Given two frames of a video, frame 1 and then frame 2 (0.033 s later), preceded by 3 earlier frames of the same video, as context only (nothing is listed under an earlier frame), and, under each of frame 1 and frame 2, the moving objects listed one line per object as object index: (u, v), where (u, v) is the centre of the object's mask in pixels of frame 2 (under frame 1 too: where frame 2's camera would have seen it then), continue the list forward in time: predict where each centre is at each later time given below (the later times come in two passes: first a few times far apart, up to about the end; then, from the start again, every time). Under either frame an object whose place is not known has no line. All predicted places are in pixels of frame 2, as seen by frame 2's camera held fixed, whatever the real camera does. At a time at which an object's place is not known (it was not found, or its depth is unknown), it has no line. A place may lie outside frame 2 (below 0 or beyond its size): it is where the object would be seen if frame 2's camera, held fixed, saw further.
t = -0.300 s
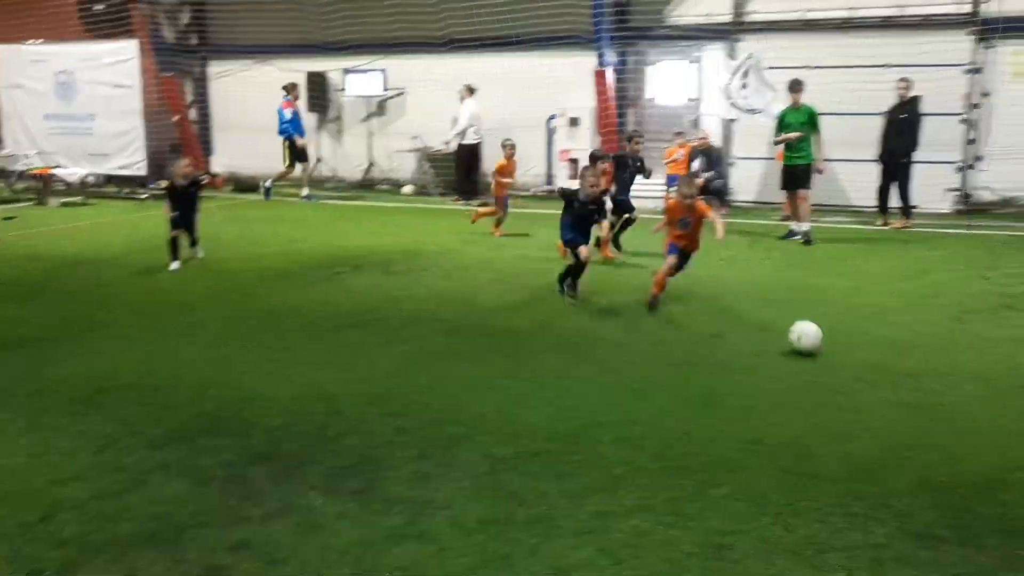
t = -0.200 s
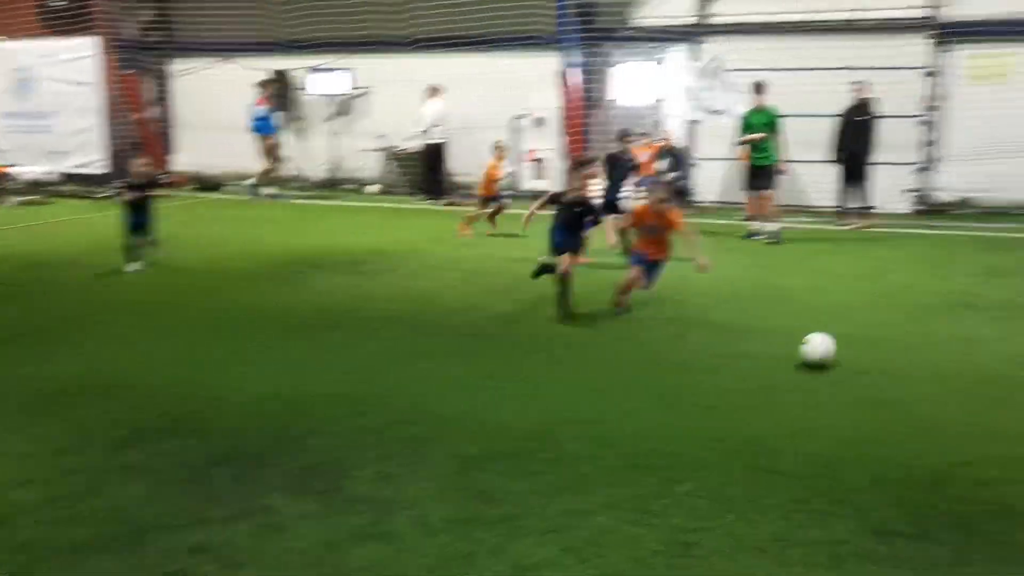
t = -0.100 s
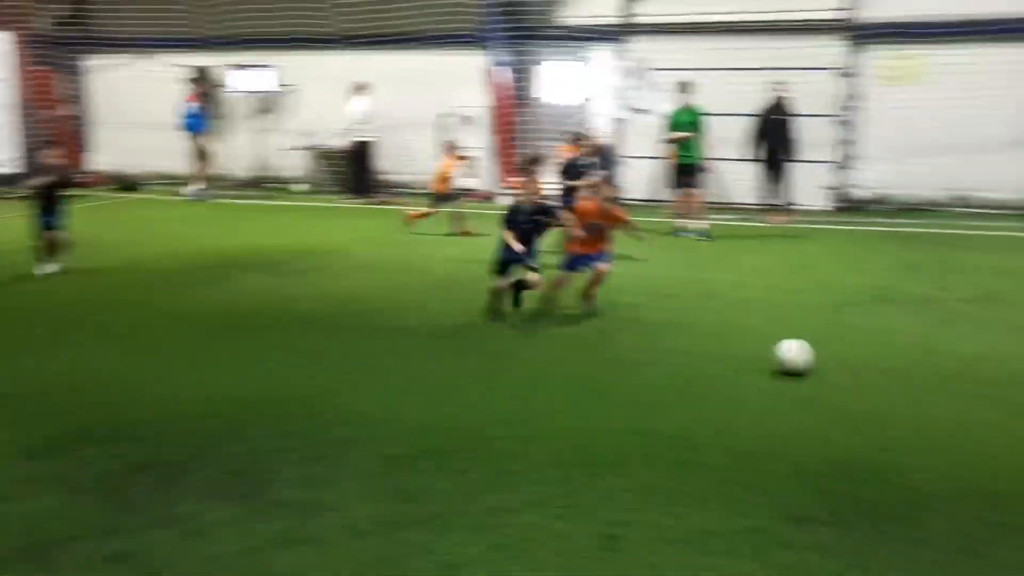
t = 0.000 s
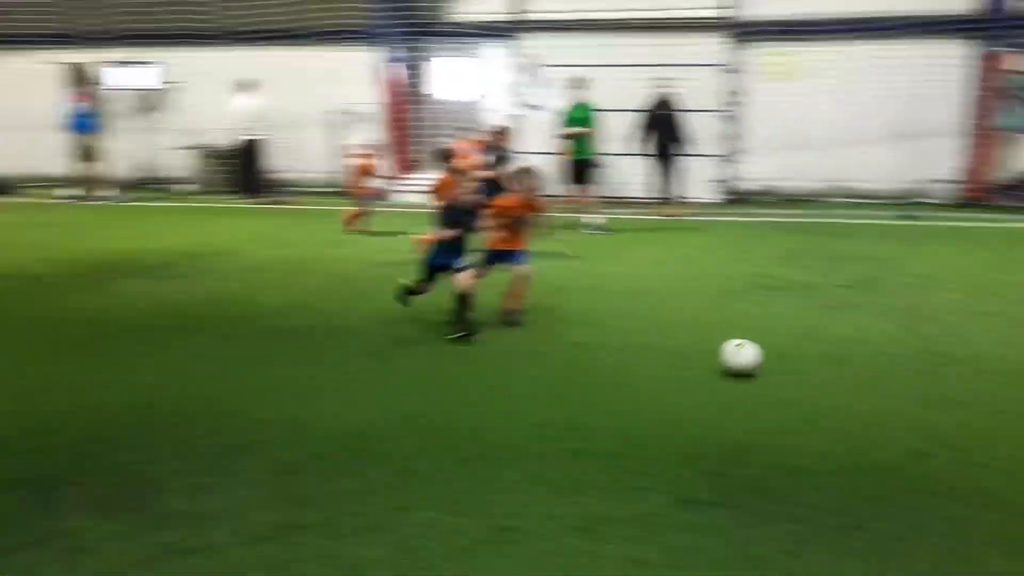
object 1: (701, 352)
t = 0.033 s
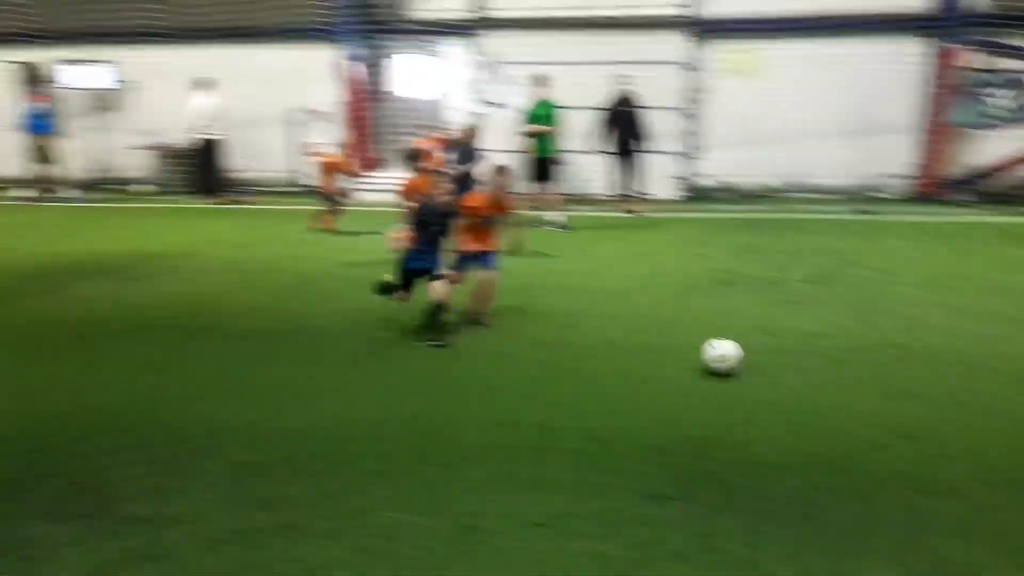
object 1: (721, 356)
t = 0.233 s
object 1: (849, 384)
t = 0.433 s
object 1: (1001, 413)
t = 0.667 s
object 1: (1219, 458)
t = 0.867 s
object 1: (1459, 509)
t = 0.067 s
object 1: (742, 361)
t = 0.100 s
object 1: (761, 365)
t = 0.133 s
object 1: (783, 369)
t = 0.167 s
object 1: (805, 373)
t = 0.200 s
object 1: (825, 377)
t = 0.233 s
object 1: (849, 384)
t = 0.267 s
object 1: (873, 387)
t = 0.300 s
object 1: (897, 392)
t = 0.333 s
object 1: (923, 398)
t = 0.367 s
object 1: (948, 403)
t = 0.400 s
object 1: (975, 409)
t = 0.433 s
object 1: (1001, 413)
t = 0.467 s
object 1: (1030, 420)
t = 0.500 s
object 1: (1059, 428)
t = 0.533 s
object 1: (1090, 432)
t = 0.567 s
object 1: (1120, 440)
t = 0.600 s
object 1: (1151, 446)
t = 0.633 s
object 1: (1184, 451)
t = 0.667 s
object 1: (1219, 458)
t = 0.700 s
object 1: (1258, 466)
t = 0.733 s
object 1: (1294, 475)
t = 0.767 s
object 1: (1332, 483)
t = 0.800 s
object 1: (1371, 490)
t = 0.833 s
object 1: (1413, 498)
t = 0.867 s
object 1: (1459, 509)
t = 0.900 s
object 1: (1505, 518)
